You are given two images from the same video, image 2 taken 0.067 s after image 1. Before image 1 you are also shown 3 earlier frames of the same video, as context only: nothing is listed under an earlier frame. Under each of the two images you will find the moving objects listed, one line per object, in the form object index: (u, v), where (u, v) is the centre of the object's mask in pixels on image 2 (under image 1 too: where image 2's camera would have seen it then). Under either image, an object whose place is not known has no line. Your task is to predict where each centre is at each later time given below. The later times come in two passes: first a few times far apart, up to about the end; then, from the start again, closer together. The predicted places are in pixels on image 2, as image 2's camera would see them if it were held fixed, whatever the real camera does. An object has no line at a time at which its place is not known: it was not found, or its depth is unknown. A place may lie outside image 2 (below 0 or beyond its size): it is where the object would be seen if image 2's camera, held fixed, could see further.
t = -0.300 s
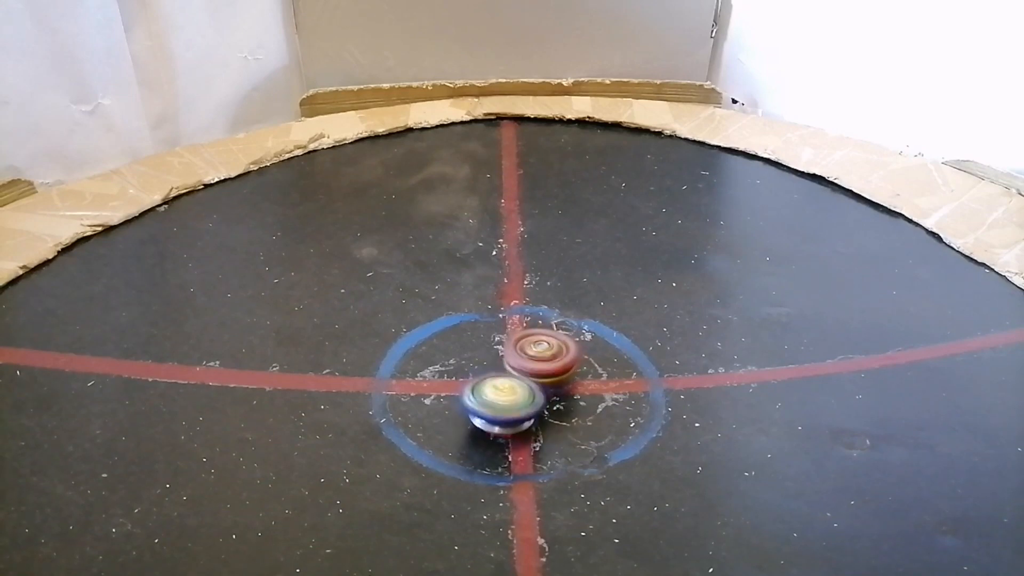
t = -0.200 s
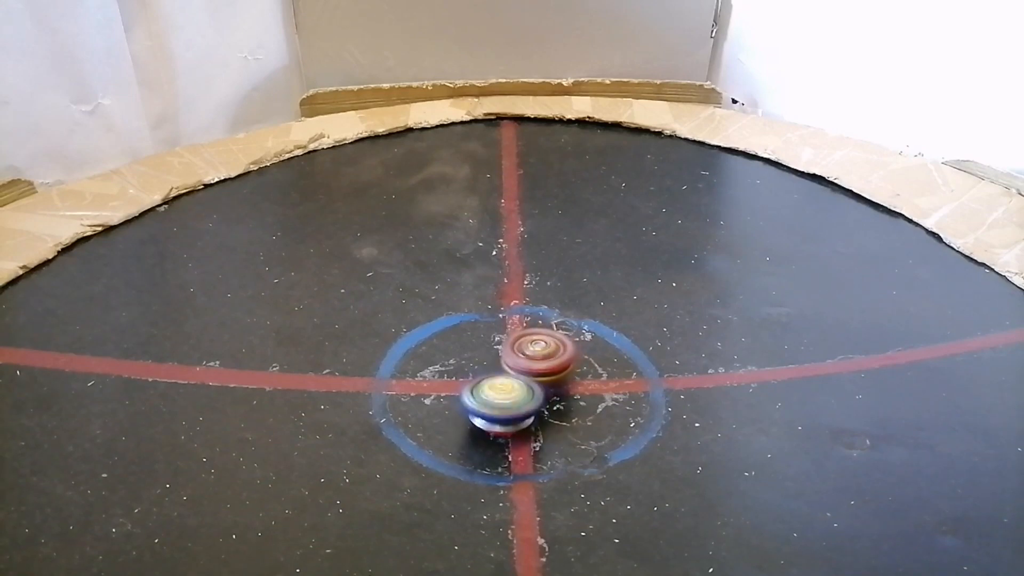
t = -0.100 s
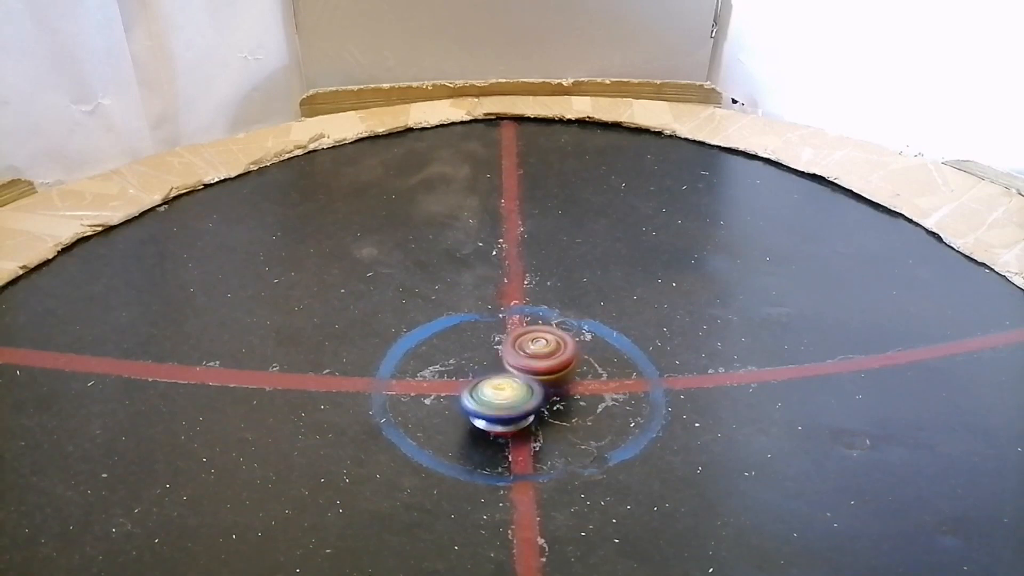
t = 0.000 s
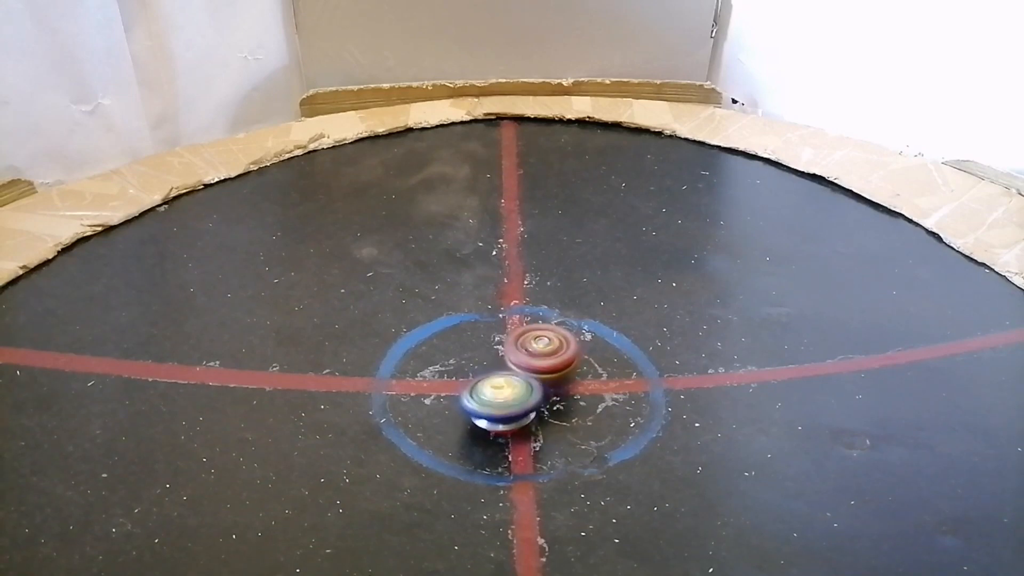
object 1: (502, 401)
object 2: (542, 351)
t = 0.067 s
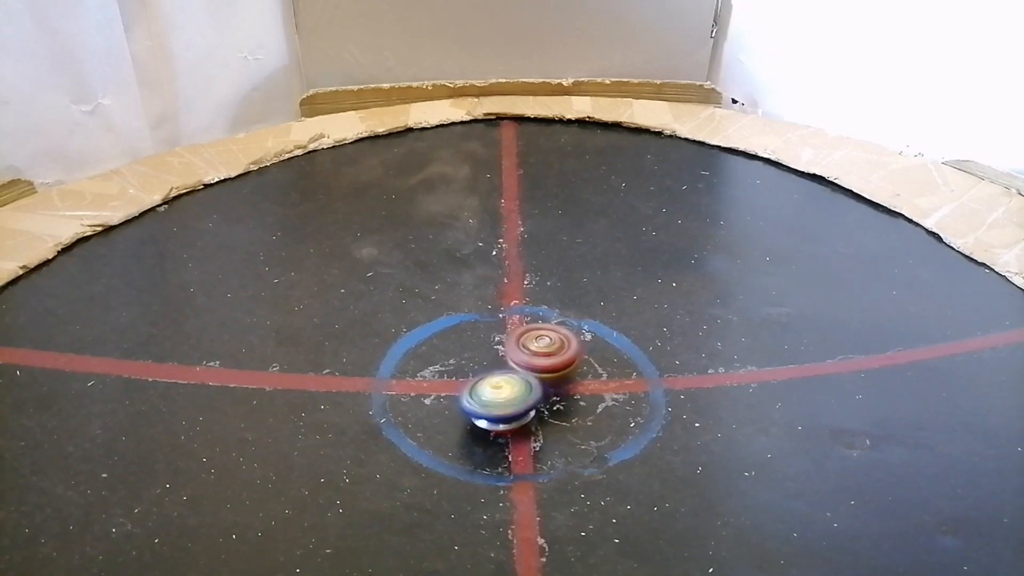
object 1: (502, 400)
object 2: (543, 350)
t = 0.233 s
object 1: (501, 398)
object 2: (545, 350)
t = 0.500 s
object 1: (505, 400)
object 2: (546, 352)
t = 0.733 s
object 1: (507, 402)
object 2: (548, 348)
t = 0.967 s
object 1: (505, 401)
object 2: (544, 346)
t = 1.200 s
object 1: (502, 399)
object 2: (540, 349)
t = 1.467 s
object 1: (498, 398)
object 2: (543, 354)
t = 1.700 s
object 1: (492, 410)
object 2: (547, 349)
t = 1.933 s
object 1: (498, 420)
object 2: (553, 344)
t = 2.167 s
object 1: (512, 417)
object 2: (553, 344)
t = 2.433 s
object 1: (520, 402)
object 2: (551, 349)
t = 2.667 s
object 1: (520, 402)
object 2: (554, 345)
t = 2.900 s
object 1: (518, 403)
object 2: (554, 343)
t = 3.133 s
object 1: (514, 403)
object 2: (552, 347)
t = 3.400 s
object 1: (513, 403)
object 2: (556, 357)
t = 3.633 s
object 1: (509, 410)
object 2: (565, 365)
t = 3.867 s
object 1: (509, 412)
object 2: (576, 363)
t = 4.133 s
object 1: (502, 411)
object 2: (577, 362)
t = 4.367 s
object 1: (494, 407)
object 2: (569, 364)
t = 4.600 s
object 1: (486, 405)
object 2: (565, 373)
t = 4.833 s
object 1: (488, 408)
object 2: (562, 379)
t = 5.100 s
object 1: (482, 412)
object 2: (578, 367)
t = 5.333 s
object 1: (490, 396)
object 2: (572, 359)
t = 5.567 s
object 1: (481, 379)
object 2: (563, 355)
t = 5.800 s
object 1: (463, 381)
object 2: (561, 355)
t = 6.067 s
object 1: (467, 391)
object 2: (553, 359)
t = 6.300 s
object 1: (484, 391)
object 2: (563, 359)
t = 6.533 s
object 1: (492, 388)
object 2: (577, 343)
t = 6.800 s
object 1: (495, 390)
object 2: (561, 334)
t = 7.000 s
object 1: (497, 387)
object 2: (544, 343)
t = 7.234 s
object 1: (492, 404)
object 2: (547, 346)
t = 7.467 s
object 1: (503, 401)
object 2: (556, 347)
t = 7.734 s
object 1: (503, 387)
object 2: (564, 349)
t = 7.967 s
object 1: (499, 388)
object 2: (570, 354)
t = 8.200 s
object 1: (507, 389)
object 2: (575, 358)
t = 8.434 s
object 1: (505, 384)
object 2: (585, 358)
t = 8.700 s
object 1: (505, 389)
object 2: (584, 359)
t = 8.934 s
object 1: (511, 387)
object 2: (583, 366)
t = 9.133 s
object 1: (472, 403)
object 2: (603, 356)
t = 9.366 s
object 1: (437, 394)
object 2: (600, 353)
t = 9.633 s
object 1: (459, 378)
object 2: (601, 354)
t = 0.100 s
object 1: (501, 399)
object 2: (543, 350)
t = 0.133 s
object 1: (502, 399)
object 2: (544, 350)
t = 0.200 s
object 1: (502, 398)
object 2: (544, 350)
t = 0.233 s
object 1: (501, 398)
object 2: (545, 350)
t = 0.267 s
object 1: (502, 397)
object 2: (545, 350)
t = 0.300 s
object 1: (501, 398)
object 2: (545, 351)
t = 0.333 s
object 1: (501, 397)
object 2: (546, 351)
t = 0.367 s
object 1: (501, 397)
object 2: (546, 352)
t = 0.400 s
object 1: (502, 397)
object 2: (547, 353)
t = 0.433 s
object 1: (503, 397)
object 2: (546, 353)
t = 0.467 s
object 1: (504, 398)
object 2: (547, 353)
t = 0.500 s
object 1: (505, 400)
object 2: (546, 352)
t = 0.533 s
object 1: (506, 402)
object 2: (545, 351)
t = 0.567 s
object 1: (507, 402)
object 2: (546, 351)
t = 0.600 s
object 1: (508, 403)
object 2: (546, 350)
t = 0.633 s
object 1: (508, 402)
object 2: (548, 348)
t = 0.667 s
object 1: (507, 402)
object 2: (547, 348)
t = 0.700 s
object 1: (507, 402)
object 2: (548, 348)
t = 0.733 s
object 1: (507, 402)
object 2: (548, 348)
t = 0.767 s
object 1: (507, 402)
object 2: (548, 347)
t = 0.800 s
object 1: (507, 402)
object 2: (547, 347)
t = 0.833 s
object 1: (507, 401)
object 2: (546, 346)
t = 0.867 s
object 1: (507, 401)
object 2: (546, 346)
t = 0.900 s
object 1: (506, 401)
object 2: (545, 346)
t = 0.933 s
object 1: (506, 401)
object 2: (544, 346)
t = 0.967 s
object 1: (505, 401)
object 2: (544, 346)
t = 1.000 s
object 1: (505, 401)
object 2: (543, 346)
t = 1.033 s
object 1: (504, 401)
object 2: (542, 346)
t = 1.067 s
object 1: (504, 400)
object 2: (541, 346)
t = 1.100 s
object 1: (503, 400)
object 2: (541, 347)
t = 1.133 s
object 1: (503, 400)
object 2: (541, 347)
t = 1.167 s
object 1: (502, 399)
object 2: (540, 348)
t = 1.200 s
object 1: (502, 399)
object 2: (540, 349)
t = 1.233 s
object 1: (502, 399)
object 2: (540, 349)
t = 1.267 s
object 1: (501, 398)
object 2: (540, 350)
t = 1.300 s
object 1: (501, 397)
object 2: (540, 351)
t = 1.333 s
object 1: (499, 397)
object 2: (540, 351)
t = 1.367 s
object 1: (498, 397)
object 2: (540, 352)
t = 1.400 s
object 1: (498, 398)
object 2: (541, 353)
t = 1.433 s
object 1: (498, 397)
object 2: (542, 353)
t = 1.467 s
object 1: (498, 398)
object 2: (543, 354)
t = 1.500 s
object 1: (498, 398)
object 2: (542, 354)
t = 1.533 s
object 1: (499, 398)
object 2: (542, 354)
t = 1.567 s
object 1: (499, 399)
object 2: (542, 354)
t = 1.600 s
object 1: (497, 401)
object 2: (542, 352)
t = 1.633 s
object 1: (495, 405)
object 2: (543, 351)
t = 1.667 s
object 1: (493, 408)
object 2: (545, 350)
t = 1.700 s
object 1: (492, 410)
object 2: (547, 349)
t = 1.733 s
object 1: (491, 412)
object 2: (548, 348)
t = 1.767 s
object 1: (491, 414)
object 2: (549, 348)
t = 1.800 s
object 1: (492, 416)
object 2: (551, 347)
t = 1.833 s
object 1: (493, 417)
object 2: (552, 346)
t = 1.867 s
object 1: (494, 419)
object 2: (553, 344)
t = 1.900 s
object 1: (496, 419)
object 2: (553, 344)
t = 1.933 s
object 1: (498, 420)
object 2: (553, 344)
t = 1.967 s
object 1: (500, 421)
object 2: (553, 343)
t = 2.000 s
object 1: (501, 421)
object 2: (554, 343)
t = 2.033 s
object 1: (504, 420)
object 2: (554, 343)
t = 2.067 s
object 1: (506, 420)
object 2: (554, 343)
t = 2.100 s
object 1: (508, 420)
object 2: (553, 343)
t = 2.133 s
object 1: (509, 419)
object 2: (553, 344)
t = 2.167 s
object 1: (512, 417)
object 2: (553, 344)
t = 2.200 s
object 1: (513, 416)
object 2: (553, 344)
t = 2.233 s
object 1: (516, 414)
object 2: (551, 345)
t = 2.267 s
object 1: (517, 412)
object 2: (551, 346)
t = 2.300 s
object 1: (519, 409)
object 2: (551, 347)
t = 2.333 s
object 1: (520, 408)
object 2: (551, 348)
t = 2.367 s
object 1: (520, 405)
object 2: (551, 348)
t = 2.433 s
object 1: (520, 402)
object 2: (551, 349)
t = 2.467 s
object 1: (520, 399)
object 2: (552, 349)
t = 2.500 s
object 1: (520, 399)
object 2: (553, 349)
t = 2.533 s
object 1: (519, 401)
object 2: (553, 347)
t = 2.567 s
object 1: (519, 402)
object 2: (553, 347)
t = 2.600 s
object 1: (519, 402)
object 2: (553, 347)
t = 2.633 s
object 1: (520, 402)
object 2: (554, 346)
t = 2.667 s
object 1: (520, 402)
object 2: (554, 345)
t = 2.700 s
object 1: (520, 402)
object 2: (554, 344)
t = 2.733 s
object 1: (520, 402)
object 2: (555, 343)
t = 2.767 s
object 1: (520, 402)
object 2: (555, 343)
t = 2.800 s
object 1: (519, 403)
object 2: (555, 343)
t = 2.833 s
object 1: (519, 403)
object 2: (555, 343)
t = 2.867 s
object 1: (519, 403)
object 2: (554, 343)
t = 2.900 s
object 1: (518, 403)
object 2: (554, 343)
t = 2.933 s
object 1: (518, 403)
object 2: (554, 343)
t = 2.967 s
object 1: (518, 403)
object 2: (553, 343)
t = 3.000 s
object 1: (517, 403)
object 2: (553, 344)
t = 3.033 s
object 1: (516, 403)
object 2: (553, 345)
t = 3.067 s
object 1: (515, 403)
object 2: (552, 345)
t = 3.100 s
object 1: (515, 402)
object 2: (551, 346)
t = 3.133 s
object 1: (514, 403)
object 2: (552, 347)
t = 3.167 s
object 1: (514, 402)
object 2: (552, 349)
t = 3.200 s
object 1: (514, 402)
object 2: (553, 349)
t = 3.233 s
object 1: (514, 402)
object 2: (553, 351)
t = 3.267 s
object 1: (513, 402)
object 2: (554, 352)
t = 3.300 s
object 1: (513, 403)
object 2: (555, 354)
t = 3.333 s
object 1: (513, 403)
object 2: (555, 355)
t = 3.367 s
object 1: (513, 403)
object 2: (555, 355)
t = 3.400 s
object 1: (513, 403)
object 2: (556, 357)
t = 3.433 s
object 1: (513, 403)
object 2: (560, 360)
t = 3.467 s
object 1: (513, 403)
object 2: (561, 361)
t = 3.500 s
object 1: (513, 404)
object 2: (561, 362)
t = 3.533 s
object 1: (513, 405)
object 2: (561, 363)
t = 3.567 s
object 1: (512, 407)
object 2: (563, 364)
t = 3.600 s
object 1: (510, 409)
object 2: (564, 365)
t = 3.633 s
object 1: (509, 410)
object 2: (565, 365)
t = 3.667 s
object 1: (509, 411)
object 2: (567, 365)
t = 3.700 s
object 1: (508, 411)
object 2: (570, 365)
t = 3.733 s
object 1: (508, 412)
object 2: (572, 364)
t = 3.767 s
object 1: (508, 412)
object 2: (574, 364)
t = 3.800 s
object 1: (509, 412)
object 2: (575, 363)
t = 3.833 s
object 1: (509, 412)
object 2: (575, 363)
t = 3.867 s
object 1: (509, 412)
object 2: (576, 363)
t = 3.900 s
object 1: (509, 412)
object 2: (577, 362)
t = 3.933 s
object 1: (509, 411)
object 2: (577, 362)
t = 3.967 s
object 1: (507, 412)
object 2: (577, 363)
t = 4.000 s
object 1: (506, 411)
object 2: (577, 362)
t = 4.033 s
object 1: (505, 412)
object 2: (577, 362)
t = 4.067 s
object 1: (504, 411)
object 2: (577, 362)
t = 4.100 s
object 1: (502, 411)
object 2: (577, 362)
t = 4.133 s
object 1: (502, 411)
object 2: (577, 362)
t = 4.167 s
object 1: (501, 411)
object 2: (577, 362)
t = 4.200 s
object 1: (501, 411)
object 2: (577, 362)
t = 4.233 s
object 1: (501, 410)
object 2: (575, 363)
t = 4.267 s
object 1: (500, 409)
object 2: (574, 363)
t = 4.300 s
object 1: (498, 408)
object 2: (572, 364)
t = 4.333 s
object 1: (496, 407)
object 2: (571, 364)
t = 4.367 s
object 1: (494, 407)
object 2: (569, 364)
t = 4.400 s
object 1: (493, 406)
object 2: (569, 365)
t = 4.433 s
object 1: (491, 404)
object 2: (568, 367)
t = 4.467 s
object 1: (489, 404)
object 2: (569, 368)
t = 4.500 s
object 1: (488, 404)
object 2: (568, 369)
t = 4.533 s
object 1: (487, 404)
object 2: (567, 370)
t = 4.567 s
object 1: (487, 405)
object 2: (566, 371)
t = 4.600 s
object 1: (486, 405)
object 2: (565, 373)
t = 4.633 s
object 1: (487, 406)
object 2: (565, 374)
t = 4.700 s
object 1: (487, 407)
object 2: (564, 376)
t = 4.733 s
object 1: (487, 406)
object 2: (563, 376)
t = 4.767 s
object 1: (488, 407)
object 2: (563, 378)
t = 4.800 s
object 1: (489, 407)
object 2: (562, 379)
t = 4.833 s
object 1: (488, 408)
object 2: (562, 379)
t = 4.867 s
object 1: (483, 411)
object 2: (567, 377)
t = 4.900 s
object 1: (480, 414)
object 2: (569, 375)
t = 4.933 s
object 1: (479, 414)
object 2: (572, 374)
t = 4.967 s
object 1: (479, 415)
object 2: (573, 373)
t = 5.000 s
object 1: (479, 414)
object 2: (575, 372)
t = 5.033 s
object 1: (479, 414)
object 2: (576, 369)
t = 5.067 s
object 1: (480, 412)
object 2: (578, 369)
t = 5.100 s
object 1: (482, 412)
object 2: (578, 367)
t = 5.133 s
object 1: (483, 411)
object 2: (578, 366)
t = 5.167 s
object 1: (484, 409)
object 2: (578, 365)
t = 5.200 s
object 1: (486, 407)
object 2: (578, 363)
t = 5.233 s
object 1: (487, 405)
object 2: (577, 362)
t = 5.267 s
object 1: (488, 402)
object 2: (575, 361)
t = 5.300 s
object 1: (490, 399)
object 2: (573, 361)
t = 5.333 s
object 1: (490, 396)
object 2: (572, 359)
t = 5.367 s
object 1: (492, 393)
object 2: (569, 360)
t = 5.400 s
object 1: (492, 390)
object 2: (567, 357)
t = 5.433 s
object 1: (492, 387)
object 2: (564, 357)
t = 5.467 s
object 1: (493, 384)
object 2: (562, 358)
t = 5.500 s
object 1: (491, 382)
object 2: (562, 357)
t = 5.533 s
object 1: (486, 381)
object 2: (563, 356)
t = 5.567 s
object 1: (481, 379)
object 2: (563, 355)
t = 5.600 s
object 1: (478, 379)
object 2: (563, 355)
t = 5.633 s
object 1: (474, 379)
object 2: (562, 354)
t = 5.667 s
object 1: (471, 378)
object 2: (562, 355)
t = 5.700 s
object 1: (468, 378)
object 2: (562, 354)
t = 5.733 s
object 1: (466, 379)
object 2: (562, 354)
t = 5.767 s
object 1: (464, 380)
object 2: (562, 355)
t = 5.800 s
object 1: (463, 381)
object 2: (561, 355)
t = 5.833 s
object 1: (462, 383)
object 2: (560, 355)
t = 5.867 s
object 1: (462, 384)
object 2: (558, 355)
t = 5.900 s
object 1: (461, 386)
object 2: (557, 356)
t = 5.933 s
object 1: (462, 388)
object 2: (556, 356)
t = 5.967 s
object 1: (463, 389)
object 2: (553, 356)
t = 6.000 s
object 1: (464, 390)
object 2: (553, 357)
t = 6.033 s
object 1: (465, 390)
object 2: (553, 357)
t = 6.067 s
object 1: (467, 391)
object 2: (553, 359)
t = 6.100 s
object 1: (469, 391)
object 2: (555, 360)
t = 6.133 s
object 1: (471, 391)
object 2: (556, 361)
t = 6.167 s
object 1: (475, 391)
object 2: (557, 362)
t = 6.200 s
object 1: (479, 390)
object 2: (556, 362)
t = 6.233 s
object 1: (483, 390)
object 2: (556, 364)
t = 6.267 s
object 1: (484, 389)
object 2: (557, 364)
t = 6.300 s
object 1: (484, 391)
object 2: (563, 359)
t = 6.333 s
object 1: (486, 392)
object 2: (567, 357)
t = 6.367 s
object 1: (489, 392)
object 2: (569, 356)
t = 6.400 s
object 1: (493, 392)
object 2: (571, 355)
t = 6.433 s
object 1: (494, 391)
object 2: (575, 352)
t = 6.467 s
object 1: (493, 390)
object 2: (577, 349)
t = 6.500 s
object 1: (492, 389)
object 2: (578, 347)
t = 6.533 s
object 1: (492, 388)
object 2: (577, 343)
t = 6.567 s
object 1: (492, 388)
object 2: (577, 342)
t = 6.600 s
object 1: (492, 388)
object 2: (576, 339)
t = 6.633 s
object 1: (492, 388)
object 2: (574, 338)
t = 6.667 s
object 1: (490, 389)
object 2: (572, 336)
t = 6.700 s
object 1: (490, 389)
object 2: (569, 335)
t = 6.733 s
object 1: (491, 389)
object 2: (566, 335)
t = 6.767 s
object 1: (493, 390)
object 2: (564, 334)
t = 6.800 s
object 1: (495, 390)
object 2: (561, 334)
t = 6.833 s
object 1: (497, 389)
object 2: (558, 335)
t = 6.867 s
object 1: (497, 388)
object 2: (555, 336)
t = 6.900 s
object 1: (497, 386)
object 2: (552, 337)
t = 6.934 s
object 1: (498, 387)
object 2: (549, 339)
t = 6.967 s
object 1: (497, 387)
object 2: (547, 341)
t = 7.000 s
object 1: (497, 387)
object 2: (544, 343)
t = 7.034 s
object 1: (496, 387)
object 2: (544, 345)
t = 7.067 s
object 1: (492, 389)
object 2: (544, 345)
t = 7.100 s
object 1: (490, 393)
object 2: (544, 345)
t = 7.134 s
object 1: (490, 397)
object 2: (544, 344)
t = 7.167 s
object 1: (489, 401)
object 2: (544, 344)
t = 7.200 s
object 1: (491, 403)
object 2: (545, 345)
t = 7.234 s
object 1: (492, 404)
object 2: (547, 346)
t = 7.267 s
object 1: (495, 405)
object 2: (549, 346)
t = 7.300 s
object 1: (497, 405)
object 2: (549, 346)
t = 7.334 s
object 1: (499, 405)
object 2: (549, 347)
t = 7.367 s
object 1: (501, 404)
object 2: (550, 348)
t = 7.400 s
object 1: (503, 404)
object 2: (553, 348)
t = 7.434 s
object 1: (503, 404)
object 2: (554, 348)
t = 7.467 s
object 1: (503, 401)
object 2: (556, 347)
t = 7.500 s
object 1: (505, 399)
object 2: (556, 348)
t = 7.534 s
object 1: (506, 397)
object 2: (556, 348)
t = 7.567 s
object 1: (506, 396)
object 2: (559, 348)
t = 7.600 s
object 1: (505, 395)
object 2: (560, 349)
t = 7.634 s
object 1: (505, 392)
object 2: (562, 349)
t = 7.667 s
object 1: (504, 389)
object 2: (563, 349)
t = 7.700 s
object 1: (505, 388)
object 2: (563, 348)
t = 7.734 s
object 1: (503, 387)
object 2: (564, 349)
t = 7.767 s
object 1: (501, 386)
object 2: (565, 350)
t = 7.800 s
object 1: (499, 384)
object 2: (565, 350)
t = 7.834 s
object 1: (499, 383)
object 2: (566, 351)
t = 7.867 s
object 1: (500, 384)
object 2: (567, 351)
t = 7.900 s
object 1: (501, 385)
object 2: (568, 352)
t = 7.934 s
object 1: (501, 387)
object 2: (569, 353)
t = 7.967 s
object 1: (499, 388)
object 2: (570, 354)
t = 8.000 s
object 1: (498, 388)
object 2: (571, 354)
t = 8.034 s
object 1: (498, 389)
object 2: (571, 355)
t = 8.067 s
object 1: (499, 390)
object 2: (572, 356)
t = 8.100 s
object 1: (501, 390)
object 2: (573, 356)
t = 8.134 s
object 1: (503, 391)
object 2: (573, 356)
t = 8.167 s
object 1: (505, 390)
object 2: (574, 357)
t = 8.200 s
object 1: (507, 389)
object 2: (575, 358)
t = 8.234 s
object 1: (506, 389)
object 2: (577, 358)
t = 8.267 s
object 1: (507, 388)
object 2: (578, 359)
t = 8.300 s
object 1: (507, 386)
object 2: (578, 360)
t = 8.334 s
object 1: (509, 384)
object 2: (580, 361)
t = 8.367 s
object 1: (509, 384)
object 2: (581, 361)
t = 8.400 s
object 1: (506, 384)
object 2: (584, 361)
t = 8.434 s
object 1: (505, 384)
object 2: (585, 358)
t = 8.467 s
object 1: (505, 383)
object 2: (583, 358)
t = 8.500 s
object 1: (507, 384)
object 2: (582, 358)
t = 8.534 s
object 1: (508, 385)
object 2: (582, 360)
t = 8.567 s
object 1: (507, 387)
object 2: (583, 360)
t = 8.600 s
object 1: (506, 388)
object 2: (584, 360)
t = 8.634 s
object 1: (505, 389)
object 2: (585, 361)
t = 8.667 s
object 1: (505, 389)
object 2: (585, 361)
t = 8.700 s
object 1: (505, 389)
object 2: (584, 359)
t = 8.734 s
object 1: (505, 387)
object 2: (580, 363)
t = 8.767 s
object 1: (507, 387)
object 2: (578, 363)
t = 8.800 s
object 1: (508, 386)
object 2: (579, 362)
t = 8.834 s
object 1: (508, 387)
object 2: (579, 363)
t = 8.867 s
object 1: (507, 387)
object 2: (580, 364)
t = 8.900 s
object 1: (508, 386)
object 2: (582, 365)
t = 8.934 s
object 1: (511, 387)
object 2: (583, 366)
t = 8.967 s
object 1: (510, 388)
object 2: (585, 366)
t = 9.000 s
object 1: (504, 394)
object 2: (593, 362)
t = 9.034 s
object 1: (497, 398)
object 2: (597, 361)
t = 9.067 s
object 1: (489, 400)
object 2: (601, 358)
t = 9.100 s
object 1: (479, 403)
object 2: (602, 356)
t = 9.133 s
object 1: (472, 403)
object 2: (603, 356)
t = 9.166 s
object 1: (464, 404)
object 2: (603, 355)
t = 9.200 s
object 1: (457, 403)
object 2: (603, 354)
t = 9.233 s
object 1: (451, 402)
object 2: (602, 354)
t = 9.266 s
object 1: (445, 400)
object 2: (602, 353)
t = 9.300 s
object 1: (442, 399)
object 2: (601, 353)
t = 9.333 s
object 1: (439, 397)
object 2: (600, 353)
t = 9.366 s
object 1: (437, 394)
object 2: (600, 353)
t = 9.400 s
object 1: (436, 391)
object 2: (599, 353)
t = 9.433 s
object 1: (435, 387)
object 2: (599, 353)
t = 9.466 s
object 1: (437, 384)
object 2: (599, 352)
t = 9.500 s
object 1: (440, 382)
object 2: (599, 352)
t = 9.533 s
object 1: (444, 381)
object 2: (599, 352)
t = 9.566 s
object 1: (448, 380)
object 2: (600, 353)
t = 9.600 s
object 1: (454, 379)
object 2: (601, 354)
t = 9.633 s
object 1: (459, 378)
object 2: (601, 354)
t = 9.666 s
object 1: (465, 379)
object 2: (602, 354)
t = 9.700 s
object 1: (470, 380)
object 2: (602, 354)
